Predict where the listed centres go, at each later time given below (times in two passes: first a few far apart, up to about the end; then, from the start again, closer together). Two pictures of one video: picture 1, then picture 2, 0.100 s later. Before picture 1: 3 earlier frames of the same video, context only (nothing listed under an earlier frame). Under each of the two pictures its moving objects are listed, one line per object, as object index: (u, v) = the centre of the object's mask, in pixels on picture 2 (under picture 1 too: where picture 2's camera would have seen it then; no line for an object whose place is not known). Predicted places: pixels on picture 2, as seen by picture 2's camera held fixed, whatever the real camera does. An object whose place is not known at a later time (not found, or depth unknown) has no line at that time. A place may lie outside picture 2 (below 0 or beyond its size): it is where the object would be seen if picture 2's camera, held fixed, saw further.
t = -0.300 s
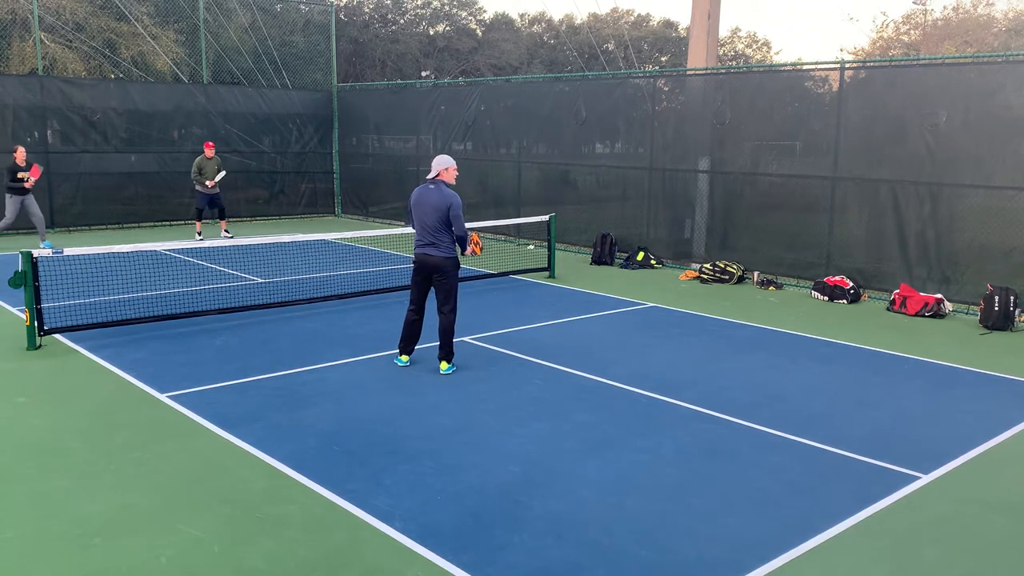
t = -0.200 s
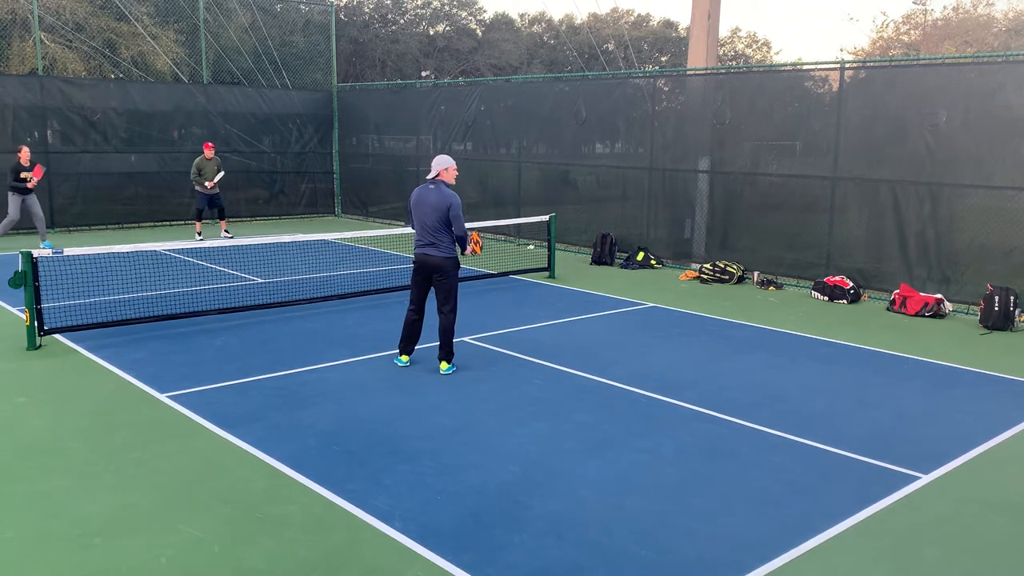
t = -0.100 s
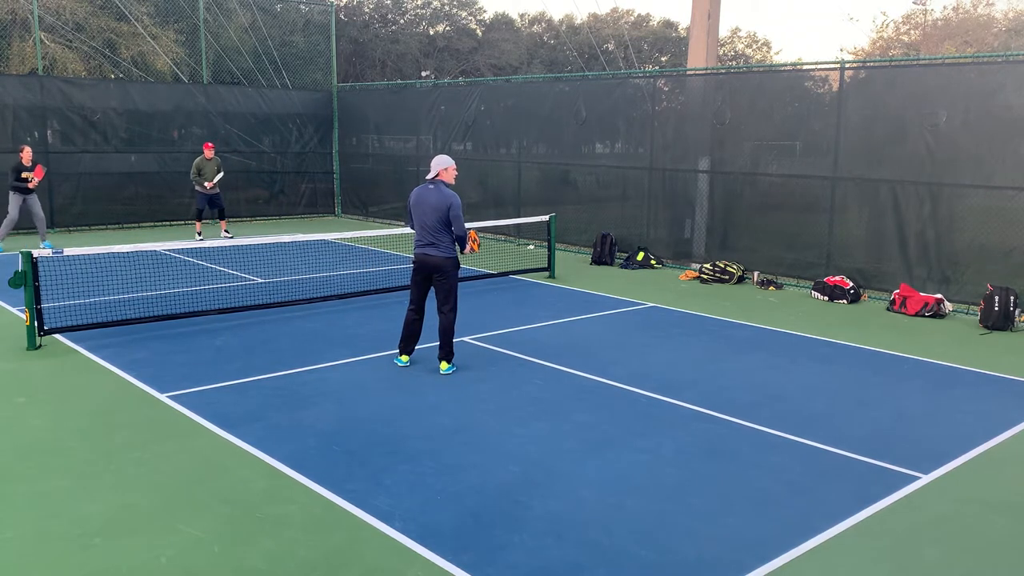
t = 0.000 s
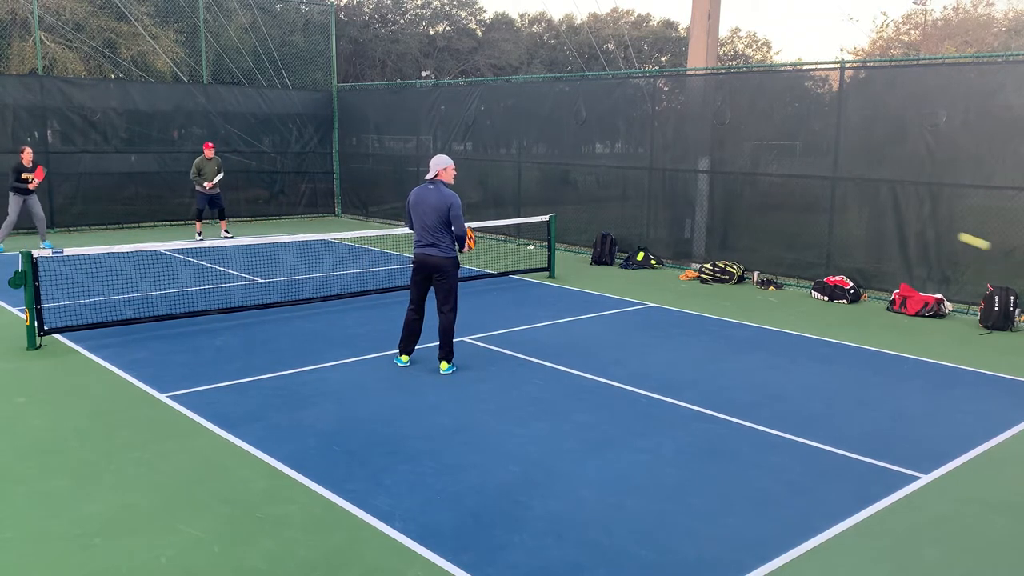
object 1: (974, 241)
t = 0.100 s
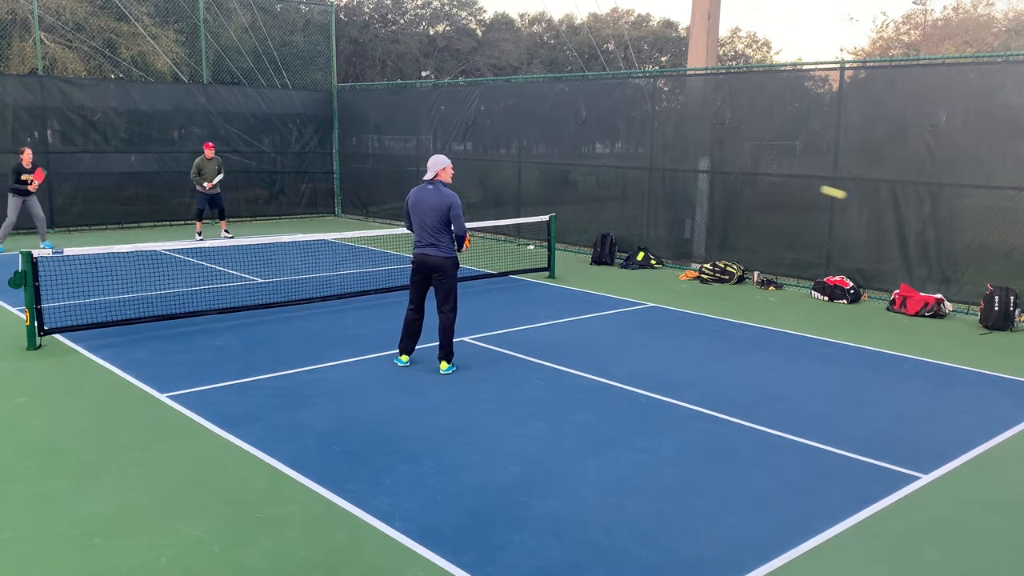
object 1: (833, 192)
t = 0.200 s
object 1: (721, 160)
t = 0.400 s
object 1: (560, 130)
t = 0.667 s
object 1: (422, 136)
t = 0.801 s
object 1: (372, 152)
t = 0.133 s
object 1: (793, 180)
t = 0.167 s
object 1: (756, 169)
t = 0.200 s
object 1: (721, 160)
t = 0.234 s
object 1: (690, 152)
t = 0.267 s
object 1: (660, 146)
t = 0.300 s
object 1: (632, 141)
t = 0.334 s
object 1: (607, 136)
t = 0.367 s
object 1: (583, 133)
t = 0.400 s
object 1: (560, 130)
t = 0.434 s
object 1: (539, 129)
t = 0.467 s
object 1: (519, 128)
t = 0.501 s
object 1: (500, 128)
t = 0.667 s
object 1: (422, 136)
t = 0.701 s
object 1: (409, 139)
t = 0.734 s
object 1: (396, 143)
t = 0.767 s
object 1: (384, 148)
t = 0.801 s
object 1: (372, 152)
